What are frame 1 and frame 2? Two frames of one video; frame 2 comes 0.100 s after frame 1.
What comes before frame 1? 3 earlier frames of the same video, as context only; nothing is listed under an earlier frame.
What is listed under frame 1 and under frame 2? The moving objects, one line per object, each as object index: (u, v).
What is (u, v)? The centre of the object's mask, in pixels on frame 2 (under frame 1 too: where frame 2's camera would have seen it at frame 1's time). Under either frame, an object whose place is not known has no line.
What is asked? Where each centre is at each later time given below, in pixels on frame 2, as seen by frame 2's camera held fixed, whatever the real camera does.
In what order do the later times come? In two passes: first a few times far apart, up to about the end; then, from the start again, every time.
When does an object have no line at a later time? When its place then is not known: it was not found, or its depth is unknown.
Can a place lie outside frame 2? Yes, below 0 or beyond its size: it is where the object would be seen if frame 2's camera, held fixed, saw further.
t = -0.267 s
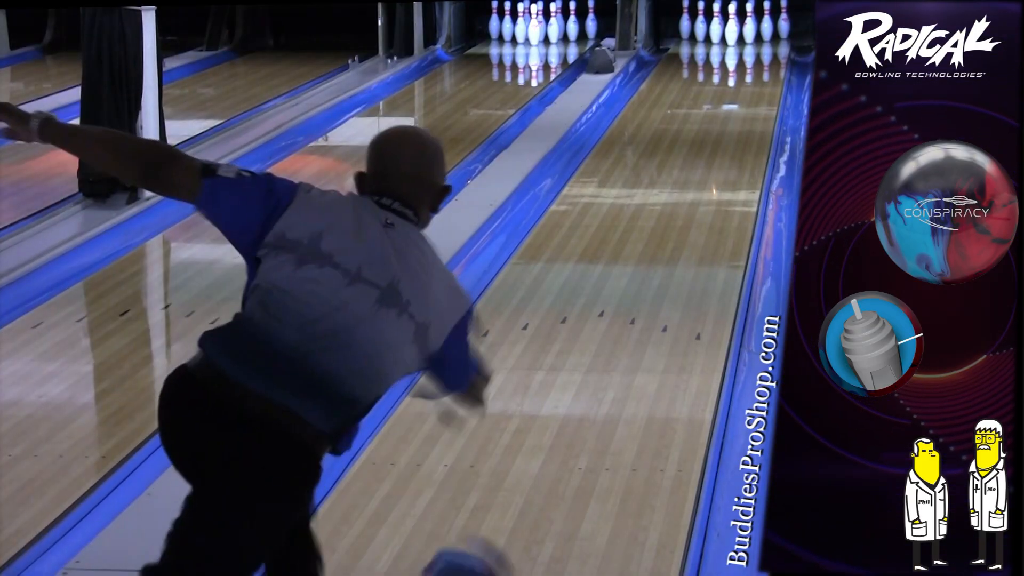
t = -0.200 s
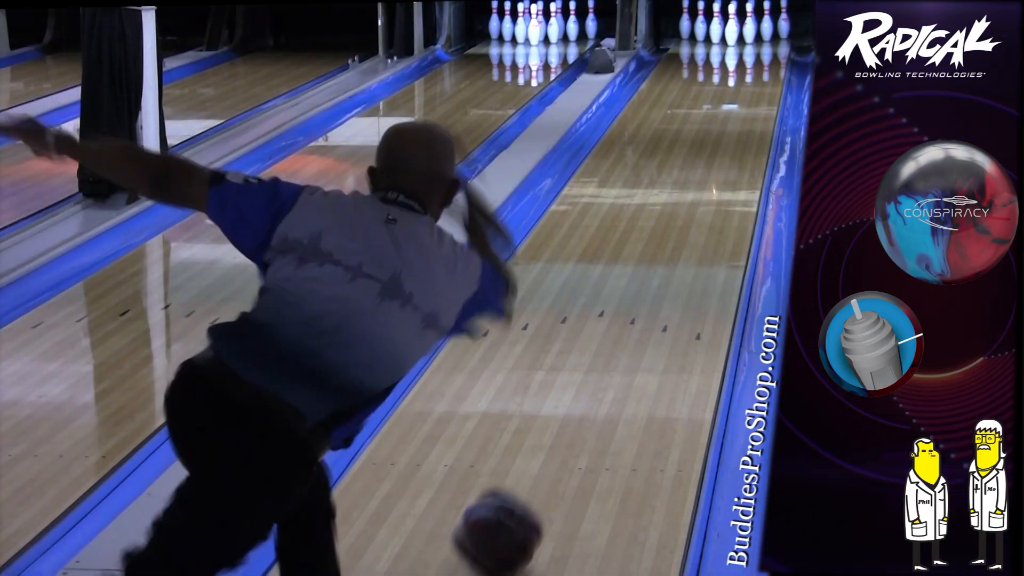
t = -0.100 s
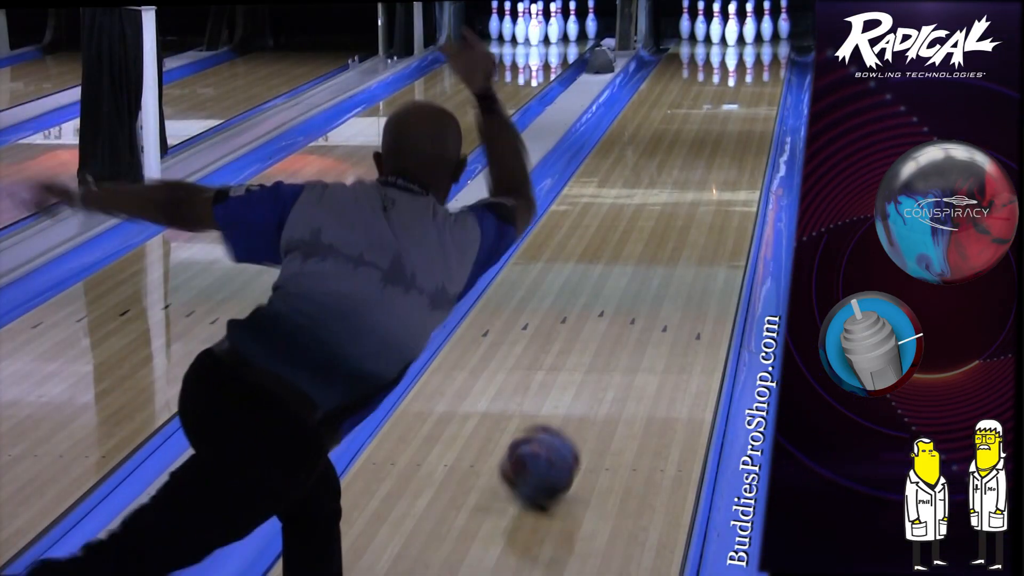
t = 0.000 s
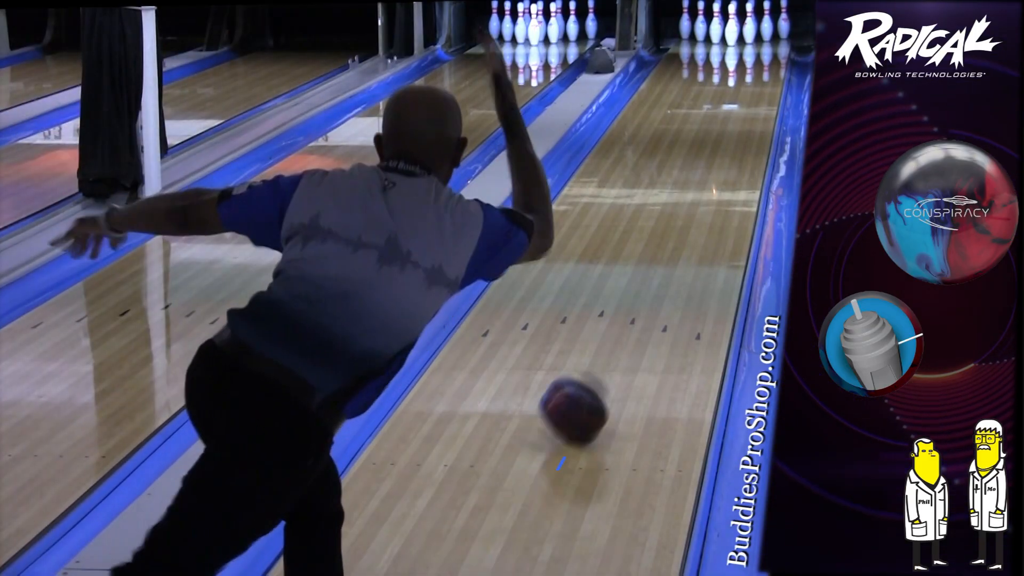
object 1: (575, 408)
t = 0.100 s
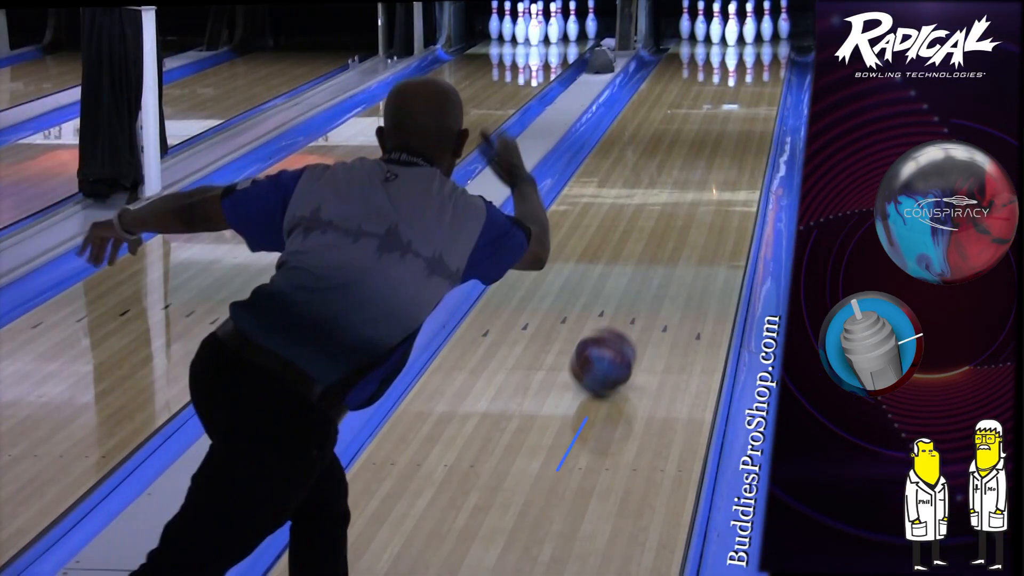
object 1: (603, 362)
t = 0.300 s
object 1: (648, 286)
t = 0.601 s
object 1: (694, 206)
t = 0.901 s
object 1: (723, 152)
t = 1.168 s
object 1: (742, 114)
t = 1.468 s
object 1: (754, 82)
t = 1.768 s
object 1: (754, 58)
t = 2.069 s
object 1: (744, 41)
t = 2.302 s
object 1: (742, 32)
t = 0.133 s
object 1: (613, 346)
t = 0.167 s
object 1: (619, 335)
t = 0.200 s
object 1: (628, 321)
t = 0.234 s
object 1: (635, 309)
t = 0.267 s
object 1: (640, 300)
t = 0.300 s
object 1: (648, 286)
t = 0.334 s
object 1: (655, 275)
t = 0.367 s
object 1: (659, 268)
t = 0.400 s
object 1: (665, 257)
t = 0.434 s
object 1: (672, 246)
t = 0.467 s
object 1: (676, 238)
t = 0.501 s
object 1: (680, 232)
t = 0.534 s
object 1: (684, 224)
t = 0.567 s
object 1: (690, 214)
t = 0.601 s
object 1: (694, 206)
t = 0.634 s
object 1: (698, 200)
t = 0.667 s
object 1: (701, 194)
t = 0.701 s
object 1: (704, 188)
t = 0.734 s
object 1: (709, 180)
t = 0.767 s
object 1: (713, 173)
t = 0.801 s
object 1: (716, 167)
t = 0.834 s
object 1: (718, 162)
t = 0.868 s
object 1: (720, 157)
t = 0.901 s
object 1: (723, 152)
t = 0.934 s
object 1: (726, 146)
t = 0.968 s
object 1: (730, 140)
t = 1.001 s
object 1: (732, 136)
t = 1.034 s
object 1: (734, 131)
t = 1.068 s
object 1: (736, 127)
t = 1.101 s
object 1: (738, 123)
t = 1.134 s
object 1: (740, 119)
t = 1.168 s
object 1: (742, 114)
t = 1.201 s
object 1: (744, 110)
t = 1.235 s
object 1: (746, 106)
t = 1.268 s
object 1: (748, 102)
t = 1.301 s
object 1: (749, 99)
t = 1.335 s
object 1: (751, 95)
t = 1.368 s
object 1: (752, 91)
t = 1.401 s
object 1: (752, 88)
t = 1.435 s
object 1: (753, 85)
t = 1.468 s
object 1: (754, 82)
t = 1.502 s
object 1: (754, 79)
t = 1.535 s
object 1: (755, 76)
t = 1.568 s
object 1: (755, 73)
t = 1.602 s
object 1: (755, 70)
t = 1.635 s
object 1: (755, 68)
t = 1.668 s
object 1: (755, 65)
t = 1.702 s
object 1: (755, 63)
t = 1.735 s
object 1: (754, 60)
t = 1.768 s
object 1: (754, 58)
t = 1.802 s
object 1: (753, 56)
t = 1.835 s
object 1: (752, 54)
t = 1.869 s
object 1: (751, 52)
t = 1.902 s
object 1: (750, 50)
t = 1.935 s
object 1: (749, 48)
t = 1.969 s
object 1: (748, 46)
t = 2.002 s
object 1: (747, 44)
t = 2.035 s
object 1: (745, 42)
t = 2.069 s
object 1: (744, 41)
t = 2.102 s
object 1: (743, 39)
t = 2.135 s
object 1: (742, 38)
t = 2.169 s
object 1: (740, 36)
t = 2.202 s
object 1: (741, 35)
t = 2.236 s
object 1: (742, 34)
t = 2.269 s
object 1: (742, 32)
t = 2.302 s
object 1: (742, 32)
